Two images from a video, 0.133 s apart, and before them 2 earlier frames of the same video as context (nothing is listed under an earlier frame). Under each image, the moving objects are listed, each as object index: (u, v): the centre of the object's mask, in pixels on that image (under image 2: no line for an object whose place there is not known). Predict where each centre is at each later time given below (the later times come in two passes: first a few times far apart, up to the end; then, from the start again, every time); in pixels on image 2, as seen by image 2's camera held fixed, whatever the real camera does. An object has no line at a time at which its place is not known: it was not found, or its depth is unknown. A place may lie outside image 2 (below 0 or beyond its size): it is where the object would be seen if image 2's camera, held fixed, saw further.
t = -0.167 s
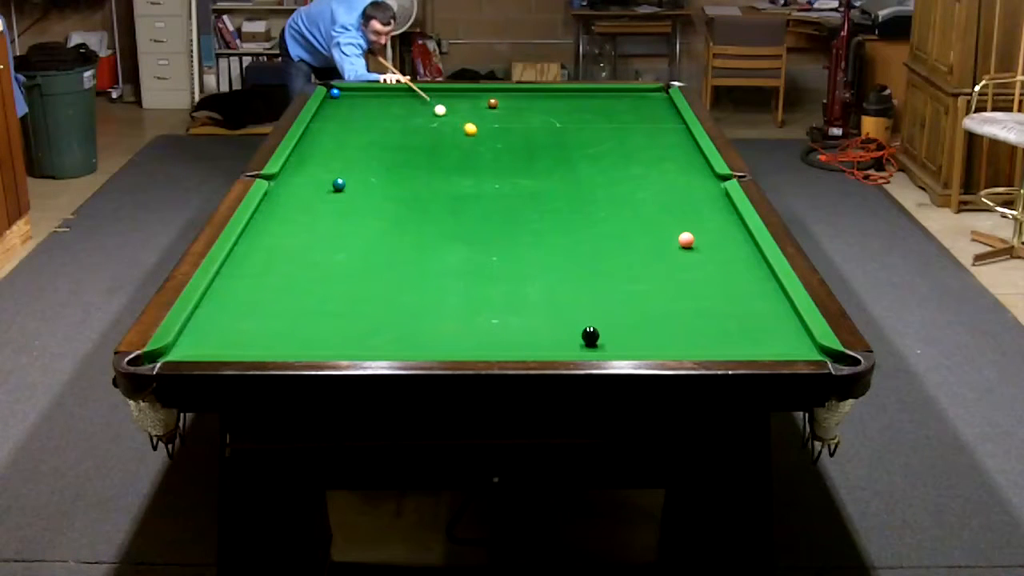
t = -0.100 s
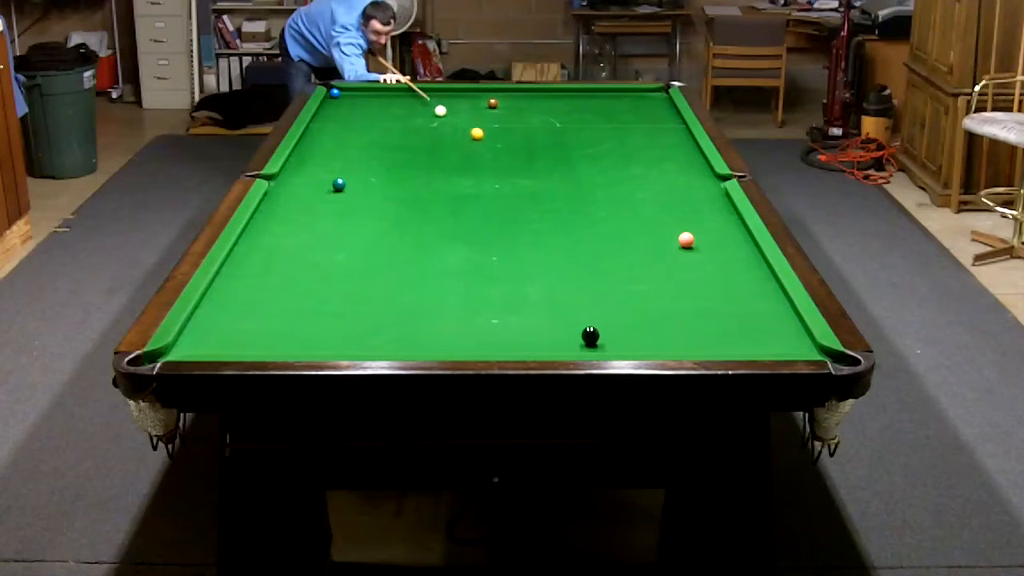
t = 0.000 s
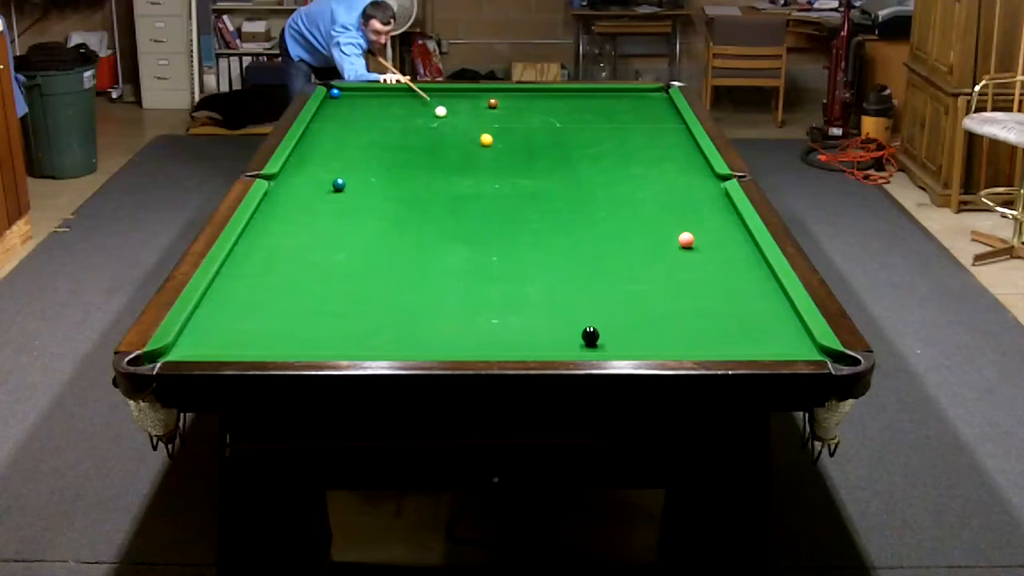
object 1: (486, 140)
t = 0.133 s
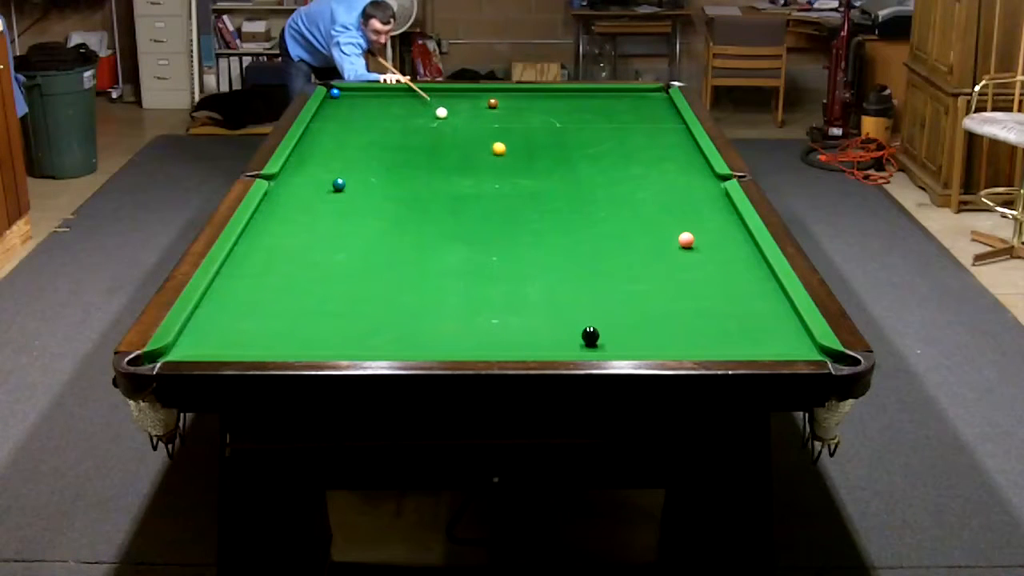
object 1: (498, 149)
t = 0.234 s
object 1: (508, 155)
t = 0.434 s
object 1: (529, 170)
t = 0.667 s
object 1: (554, 187)
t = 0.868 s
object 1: (577, 203)
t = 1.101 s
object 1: (606, 223)
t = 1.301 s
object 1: (633, 240)
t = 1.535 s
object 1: (667, 263)
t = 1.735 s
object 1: (698, 284)
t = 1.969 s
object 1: (737, 311)
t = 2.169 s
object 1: (773, 335)
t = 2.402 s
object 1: (815, 349)
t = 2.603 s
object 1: (786, 347)
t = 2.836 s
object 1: (754, 348)
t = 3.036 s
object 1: (728, 348)
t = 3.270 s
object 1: (701, 348)
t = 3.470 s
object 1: (679, 348)
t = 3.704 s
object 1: (655, 348)
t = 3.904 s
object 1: (637, 348)
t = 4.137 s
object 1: (618, 348)
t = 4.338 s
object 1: (603, 348)
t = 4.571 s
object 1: (587, 347)
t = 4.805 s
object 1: (573, 347)
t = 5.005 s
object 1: (563, 347)
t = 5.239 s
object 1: (553, 347)
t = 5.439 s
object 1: (546, 347)
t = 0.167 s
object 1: (502, 151)
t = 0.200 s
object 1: (505, 153)
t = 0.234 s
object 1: (508, 155)
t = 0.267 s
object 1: (511, 158)
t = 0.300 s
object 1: (515, 160)
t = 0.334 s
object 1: (518, 162)
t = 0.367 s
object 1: (522, 165)
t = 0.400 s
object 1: (525, 167)
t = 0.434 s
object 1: (529, 170)
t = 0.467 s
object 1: (532, 172)
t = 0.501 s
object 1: (536, 174)
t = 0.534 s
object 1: (540, 177)
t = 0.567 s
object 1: (543, 179)
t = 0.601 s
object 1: (547, 182)
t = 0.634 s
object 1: (550, 184)
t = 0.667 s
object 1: (554, 187)
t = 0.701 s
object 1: (558, 189)
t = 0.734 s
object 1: (562, 192)
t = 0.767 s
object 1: (565, 195)
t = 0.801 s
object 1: (569, 197)
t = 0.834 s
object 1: (573, 200)
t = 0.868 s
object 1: (577, 203)
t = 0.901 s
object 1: (581, 205)
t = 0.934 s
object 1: (585, 208)
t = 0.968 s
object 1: (589, 211)
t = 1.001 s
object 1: (594, 214)
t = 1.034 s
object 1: (598, 216)
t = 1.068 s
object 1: (602, 220)
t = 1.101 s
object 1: (606, 223)
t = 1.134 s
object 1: (611, 225)
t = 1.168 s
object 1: (615, 228)
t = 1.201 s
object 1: (619, 231)
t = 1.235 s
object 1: (624, 234)
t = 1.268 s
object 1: (628, 237)
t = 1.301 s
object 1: (633, 240)
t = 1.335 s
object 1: (638, 244)
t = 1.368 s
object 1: (642, 247)
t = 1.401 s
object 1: (647, 250)
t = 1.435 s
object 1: (652, 253)
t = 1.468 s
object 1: (657, 256)
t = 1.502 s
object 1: (662, 260)
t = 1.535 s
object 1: (667, 263)
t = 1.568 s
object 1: (672, 266)
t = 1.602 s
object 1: (677, 270)
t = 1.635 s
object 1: (682, 273)
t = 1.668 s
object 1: (687, 277)
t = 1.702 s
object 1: (693, 281)
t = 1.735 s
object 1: (698, 284)
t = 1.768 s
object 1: (704, 288)
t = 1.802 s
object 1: (709, 292)
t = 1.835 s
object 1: (714, 295)
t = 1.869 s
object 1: (720, 299)
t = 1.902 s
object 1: (726, 303)
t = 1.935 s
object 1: (731, 306)
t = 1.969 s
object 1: (737, 311)
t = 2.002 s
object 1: (743, 315)
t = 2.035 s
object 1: (749, 319)
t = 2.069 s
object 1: (755, 322)
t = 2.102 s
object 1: (761, 327)
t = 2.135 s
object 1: (767, 331)
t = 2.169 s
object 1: (773, 335)
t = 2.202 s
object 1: (780, 340)
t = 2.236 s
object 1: (785, 343)
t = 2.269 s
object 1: (792, 346)
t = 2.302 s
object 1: (798, 349)
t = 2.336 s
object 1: (806, 350)
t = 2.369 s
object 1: (812, 349)
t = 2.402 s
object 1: (815, 349)
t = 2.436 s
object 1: (810, 348)
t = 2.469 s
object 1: (805, 348)
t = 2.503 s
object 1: (800, 348)
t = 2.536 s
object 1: (795, 347)
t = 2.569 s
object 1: (790, 347)
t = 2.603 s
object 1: (786, 347)
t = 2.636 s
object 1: (781, 347)
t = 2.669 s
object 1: (777, 347)
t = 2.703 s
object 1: (772, 347)
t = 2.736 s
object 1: (768, 347)
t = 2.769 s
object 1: (763, 347)
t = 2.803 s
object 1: (758, 348)
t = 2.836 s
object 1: (754, 348)
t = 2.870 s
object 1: (750, 348)
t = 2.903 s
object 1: (745, 348)
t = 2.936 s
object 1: (741, 348)
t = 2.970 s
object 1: (737, 348)
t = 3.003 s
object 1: (732, 348)
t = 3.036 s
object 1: (728, 348)
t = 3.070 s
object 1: (724, 348)
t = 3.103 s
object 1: (720, 348)
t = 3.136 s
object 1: (716, 348)
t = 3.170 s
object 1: (712, 348)
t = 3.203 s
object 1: (708, 348)
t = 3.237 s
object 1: (705, 348)
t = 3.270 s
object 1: (701, 348)
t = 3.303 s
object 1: (697, 348)
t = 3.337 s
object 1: (693, 348)
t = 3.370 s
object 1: (689, 348)
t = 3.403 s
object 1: (686, 349)
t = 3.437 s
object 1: (682, 348)
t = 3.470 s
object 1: (679, 348)
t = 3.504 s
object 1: (675, 348)
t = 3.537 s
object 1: (672, 349)
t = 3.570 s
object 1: (668, 348)
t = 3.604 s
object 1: (665, 349)
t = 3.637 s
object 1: (662, 348)
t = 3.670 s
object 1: (659, 348)
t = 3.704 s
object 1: (655, 348)
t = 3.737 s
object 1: (652, 348)
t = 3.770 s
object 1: (649, 348)
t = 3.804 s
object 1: (646, 348)
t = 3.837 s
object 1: (643, 348)
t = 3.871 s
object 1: (640, 348)
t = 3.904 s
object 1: (637, 348)
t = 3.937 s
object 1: (634, 348)
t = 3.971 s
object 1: (631, 348)
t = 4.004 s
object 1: (629, 348)
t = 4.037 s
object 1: (626, 348)
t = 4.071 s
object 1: (623, 348)
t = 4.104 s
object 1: (621, 348)
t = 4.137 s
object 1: (618, 348)
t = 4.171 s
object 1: (615, 348)
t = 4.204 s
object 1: (613, 348)
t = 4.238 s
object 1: (611, 348)
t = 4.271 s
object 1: (608, 348)
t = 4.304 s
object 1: (605, 347)
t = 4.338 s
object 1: (603, 348)
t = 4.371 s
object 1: (600, 348)
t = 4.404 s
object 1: (598, 348)
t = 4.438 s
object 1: (596, 348)
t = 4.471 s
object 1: (594, 347)
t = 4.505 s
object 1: (591, 347)
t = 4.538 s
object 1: (589, 347)
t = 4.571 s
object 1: (587, 347)
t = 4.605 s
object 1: (585, 348)
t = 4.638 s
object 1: (583, 348)
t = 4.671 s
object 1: (581, 348)
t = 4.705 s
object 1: (579, 347)
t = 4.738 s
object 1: (577, 347)
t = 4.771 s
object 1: (575, 347)
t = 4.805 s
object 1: (573, 347)
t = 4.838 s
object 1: (572, 347)
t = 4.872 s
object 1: (570, 347)
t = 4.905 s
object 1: (568, 347)
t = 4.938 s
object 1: (566, 347)
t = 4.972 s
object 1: (565, 347)
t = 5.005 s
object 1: (563, 347)
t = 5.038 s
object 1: (562, 347)
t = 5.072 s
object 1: (560, 347)
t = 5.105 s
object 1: (559, 347)
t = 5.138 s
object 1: (557, 347)
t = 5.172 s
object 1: (556, 347)
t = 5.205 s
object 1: (554, 347)
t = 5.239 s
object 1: (553, 347)
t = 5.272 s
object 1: (552, 347)
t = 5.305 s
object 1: (551, 347)
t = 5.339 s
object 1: (549, 347)
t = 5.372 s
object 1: (548, 347)
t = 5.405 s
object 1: (547, 347)
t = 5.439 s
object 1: (546, 347)
